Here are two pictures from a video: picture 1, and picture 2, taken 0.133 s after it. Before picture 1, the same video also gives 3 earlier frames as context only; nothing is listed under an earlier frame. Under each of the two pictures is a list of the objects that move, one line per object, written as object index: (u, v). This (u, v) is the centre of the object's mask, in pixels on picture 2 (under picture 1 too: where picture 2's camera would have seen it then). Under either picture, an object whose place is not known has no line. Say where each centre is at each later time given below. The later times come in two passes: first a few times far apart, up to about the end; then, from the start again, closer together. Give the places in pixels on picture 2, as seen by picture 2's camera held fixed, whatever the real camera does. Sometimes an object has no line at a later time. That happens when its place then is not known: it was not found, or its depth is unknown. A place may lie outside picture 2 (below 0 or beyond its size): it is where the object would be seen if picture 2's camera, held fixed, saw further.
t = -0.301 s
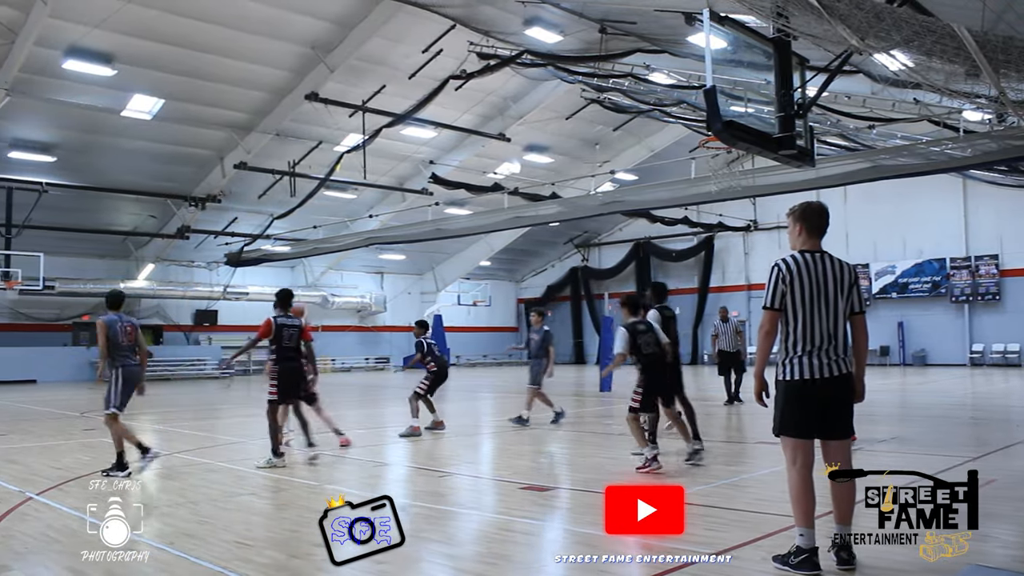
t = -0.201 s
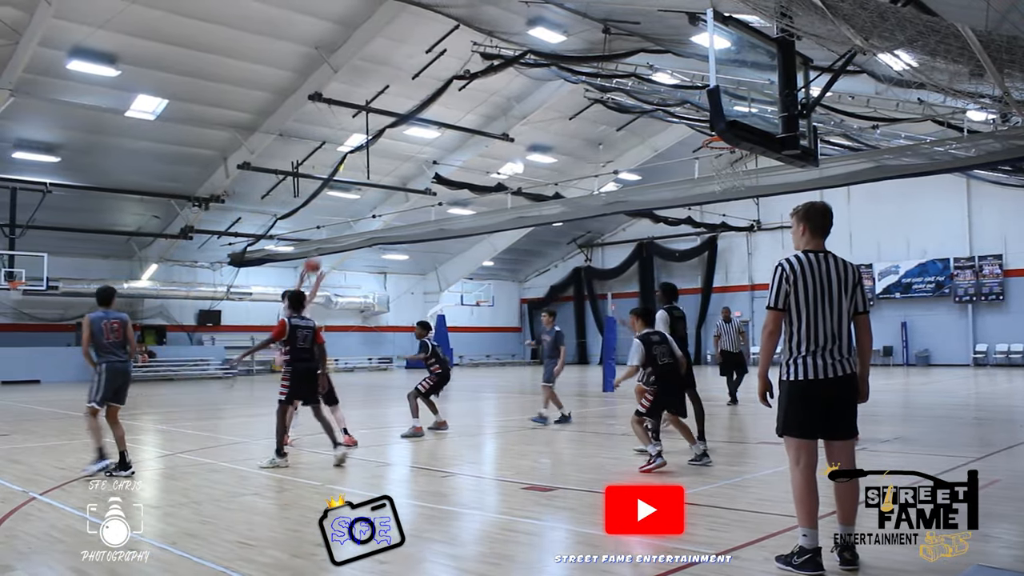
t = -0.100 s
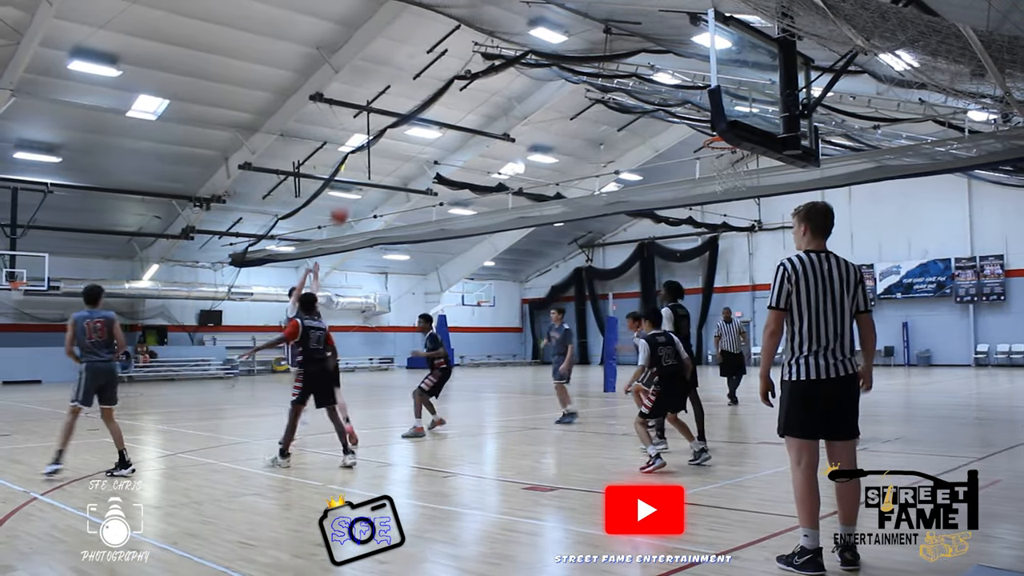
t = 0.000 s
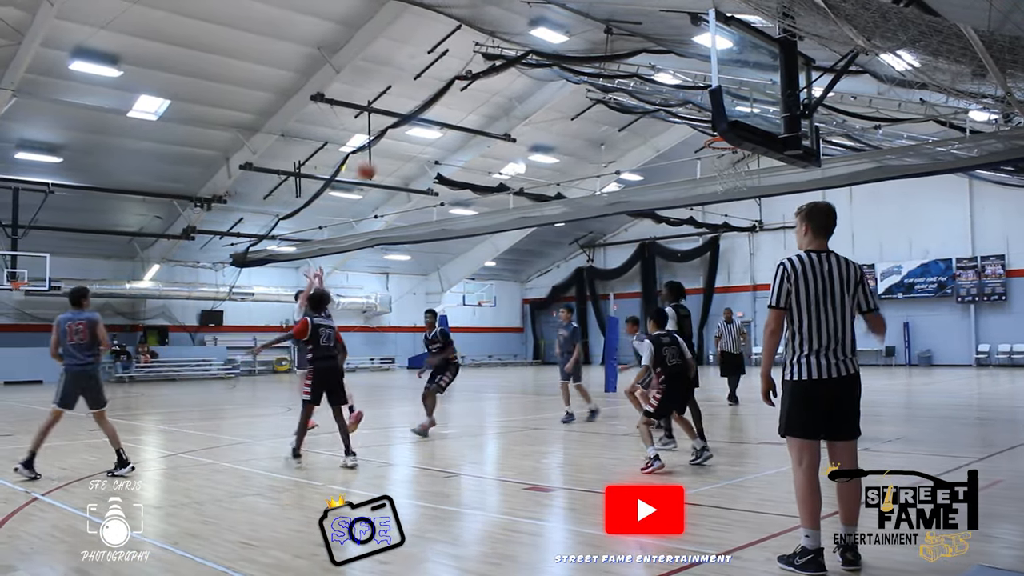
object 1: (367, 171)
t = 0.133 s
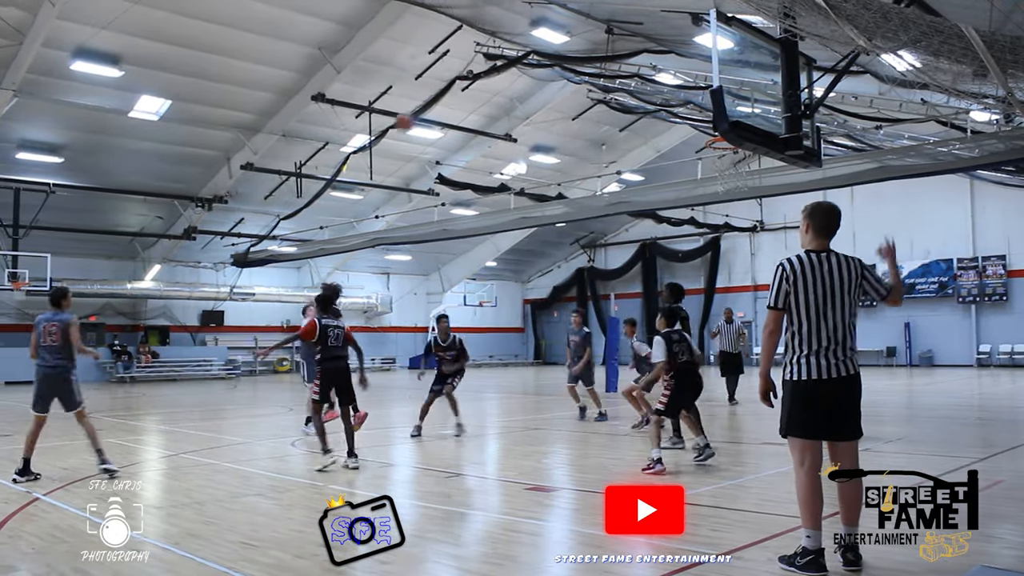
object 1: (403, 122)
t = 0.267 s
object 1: (442, 85)
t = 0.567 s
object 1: (539, 47)
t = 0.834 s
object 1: (639, 75)
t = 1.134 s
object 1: (739, 153)
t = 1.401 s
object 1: (707, 170)
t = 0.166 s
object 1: (413, 112)
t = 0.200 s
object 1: (422, 102)
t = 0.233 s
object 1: (432, 94)
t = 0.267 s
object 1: (442, 85)
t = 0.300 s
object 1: (452, 77)
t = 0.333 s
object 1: (463, 71)
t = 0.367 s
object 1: (472, 65)
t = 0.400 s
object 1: (483, 59)
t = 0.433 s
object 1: (493, 55)
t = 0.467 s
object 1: (505, 51)
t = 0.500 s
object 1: (516, 48)
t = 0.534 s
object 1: (527, 47)
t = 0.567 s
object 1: (539, 47)
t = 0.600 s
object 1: (549, 48)
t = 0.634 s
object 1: (563, 48)
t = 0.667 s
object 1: (575, 50)
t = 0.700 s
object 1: (587, 52)
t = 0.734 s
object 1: (600, 57)
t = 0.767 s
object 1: (612, 61)
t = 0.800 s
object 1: (625, 67)
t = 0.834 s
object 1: (639, 75)
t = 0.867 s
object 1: (653, 85)
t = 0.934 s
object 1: (682, 105)
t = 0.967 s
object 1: (697, 117)
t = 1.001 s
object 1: (708, 131)
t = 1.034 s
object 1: (720, 144)
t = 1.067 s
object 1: (730, 148)
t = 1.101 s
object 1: (740, 152)
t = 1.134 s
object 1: (739, 153)
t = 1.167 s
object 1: (731, 154)
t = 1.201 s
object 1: (724, 158)
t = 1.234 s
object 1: (717, 163)
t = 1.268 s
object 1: (712, 166)
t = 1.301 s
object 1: (709, 166)
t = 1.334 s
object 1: (708, 167)
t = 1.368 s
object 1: (707, 168)
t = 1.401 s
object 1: (707, 170)
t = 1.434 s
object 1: (708, 173)
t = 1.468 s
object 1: (708, 177)
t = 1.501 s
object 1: (708, 182)
